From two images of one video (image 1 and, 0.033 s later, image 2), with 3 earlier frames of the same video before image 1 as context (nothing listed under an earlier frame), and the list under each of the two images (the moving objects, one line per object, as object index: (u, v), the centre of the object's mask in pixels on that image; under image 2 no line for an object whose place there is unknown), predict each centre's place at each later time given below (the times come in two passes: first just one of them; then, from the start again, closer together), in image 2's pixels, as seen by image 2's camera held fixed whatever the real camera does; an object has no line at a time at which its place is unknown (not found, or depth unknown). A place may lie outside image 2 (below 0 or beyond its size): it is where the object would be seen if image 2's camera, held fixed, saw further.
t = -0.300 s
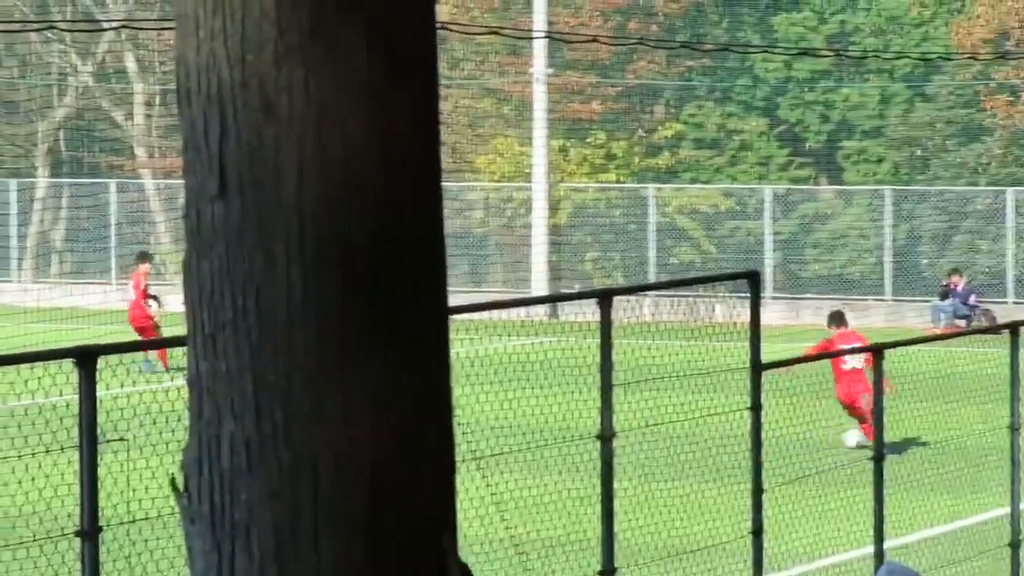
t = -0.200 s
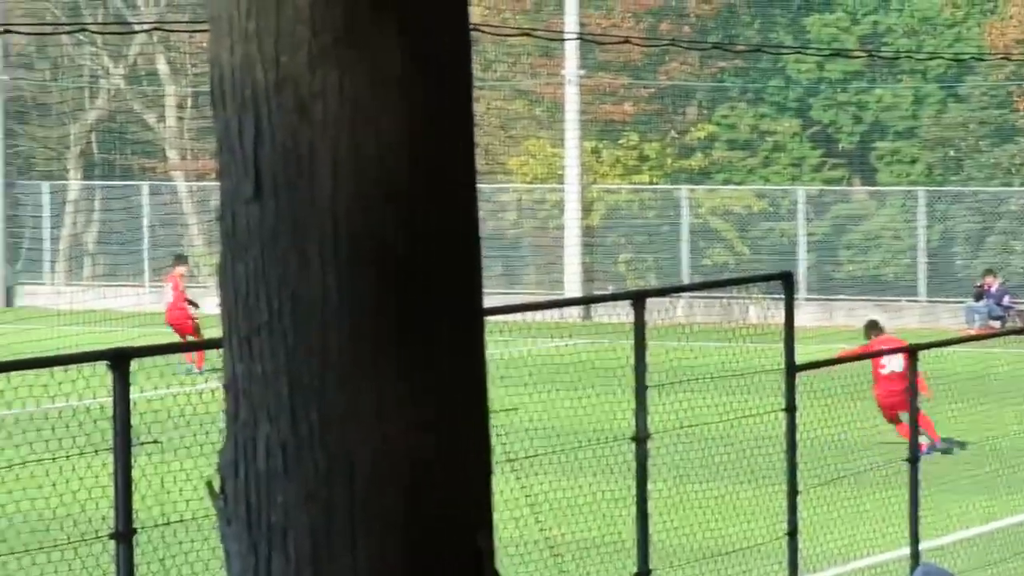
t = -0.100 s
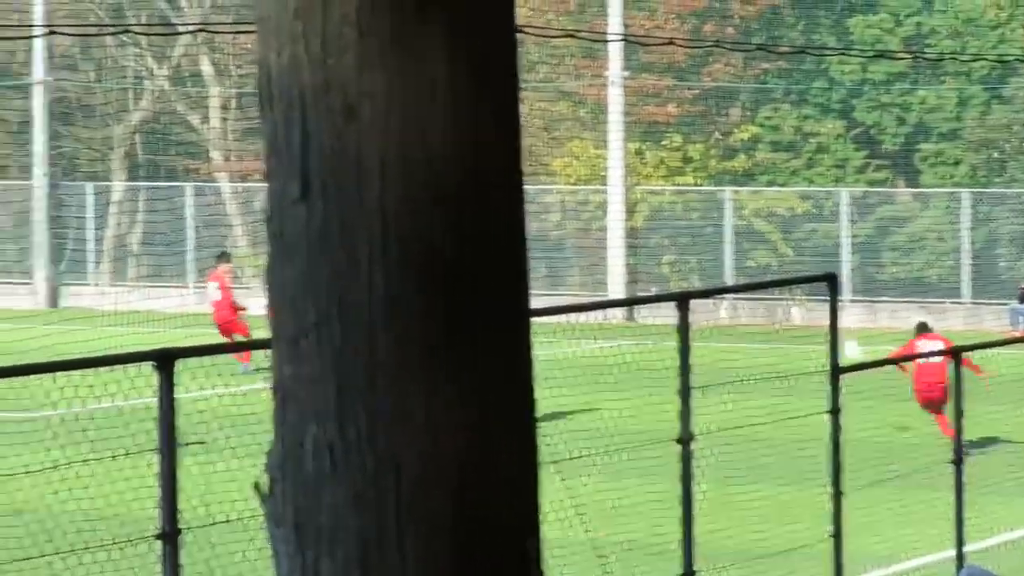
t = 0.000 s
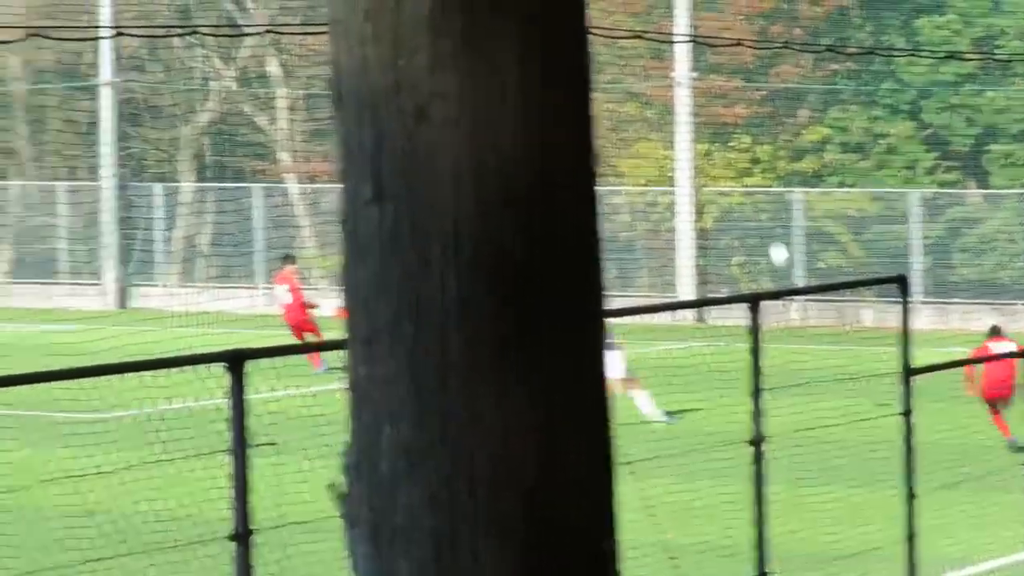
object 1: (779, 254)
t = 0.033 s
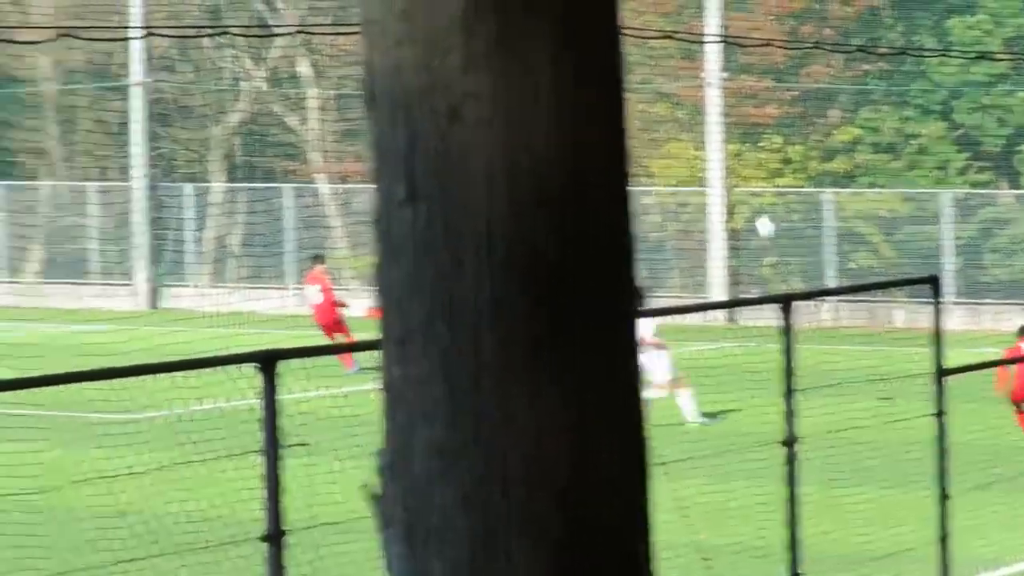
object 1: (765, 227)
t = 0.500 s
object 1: (215, 8)
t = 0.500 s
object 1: (215, 8)
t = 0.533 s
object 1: (180, 2)
